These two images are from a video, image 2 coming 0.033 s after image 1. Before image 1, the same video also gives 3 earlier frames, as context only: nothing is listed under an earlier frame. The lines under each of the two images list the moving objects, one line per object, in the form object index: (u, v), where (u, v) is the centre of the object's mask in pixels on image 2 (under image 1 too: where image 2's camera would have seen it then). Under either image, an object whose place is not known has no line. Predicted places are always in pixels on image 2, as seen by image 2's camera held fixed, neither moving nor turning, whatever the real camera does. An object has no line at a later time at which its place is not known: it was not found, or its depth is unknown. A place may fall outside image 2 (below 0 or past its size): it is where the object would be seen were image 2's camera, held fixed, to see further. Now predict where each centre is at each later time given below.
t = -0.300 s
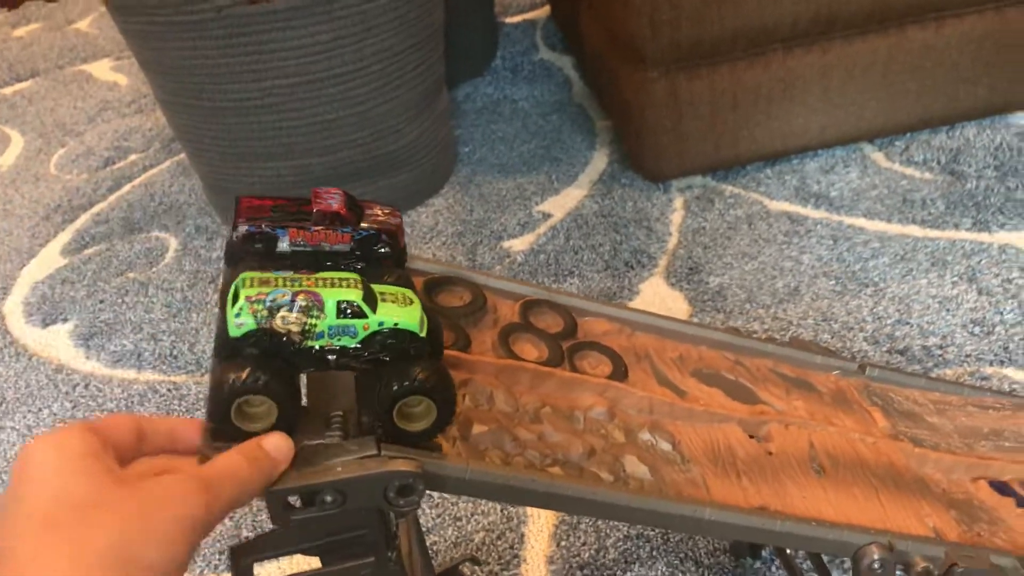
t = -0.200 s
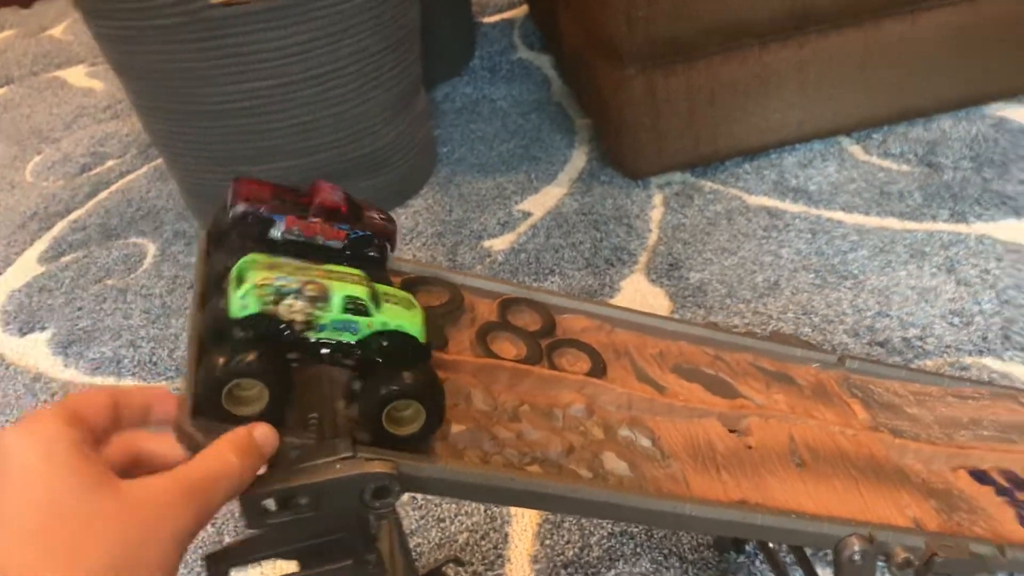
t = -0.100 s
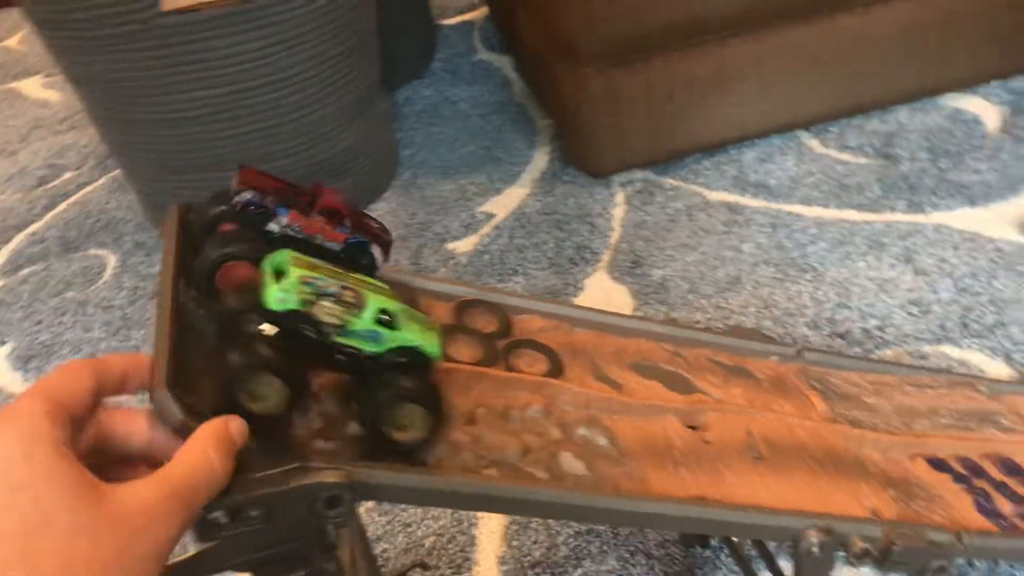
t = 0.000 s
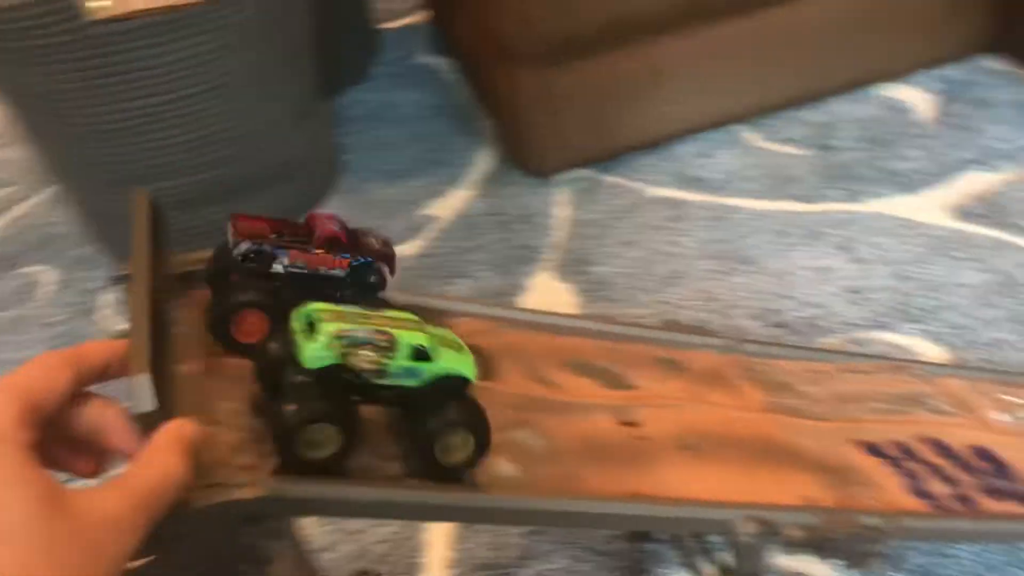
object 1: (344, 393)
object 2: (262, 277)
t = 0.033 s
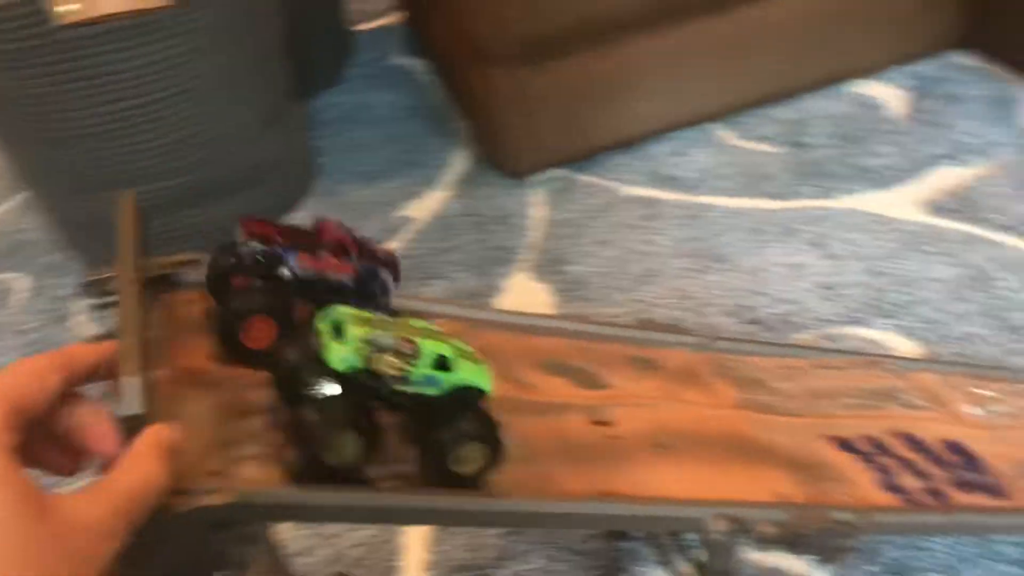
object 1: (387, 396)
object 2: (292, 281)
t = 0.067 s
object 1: (432, 405)
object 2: (327, 290)
